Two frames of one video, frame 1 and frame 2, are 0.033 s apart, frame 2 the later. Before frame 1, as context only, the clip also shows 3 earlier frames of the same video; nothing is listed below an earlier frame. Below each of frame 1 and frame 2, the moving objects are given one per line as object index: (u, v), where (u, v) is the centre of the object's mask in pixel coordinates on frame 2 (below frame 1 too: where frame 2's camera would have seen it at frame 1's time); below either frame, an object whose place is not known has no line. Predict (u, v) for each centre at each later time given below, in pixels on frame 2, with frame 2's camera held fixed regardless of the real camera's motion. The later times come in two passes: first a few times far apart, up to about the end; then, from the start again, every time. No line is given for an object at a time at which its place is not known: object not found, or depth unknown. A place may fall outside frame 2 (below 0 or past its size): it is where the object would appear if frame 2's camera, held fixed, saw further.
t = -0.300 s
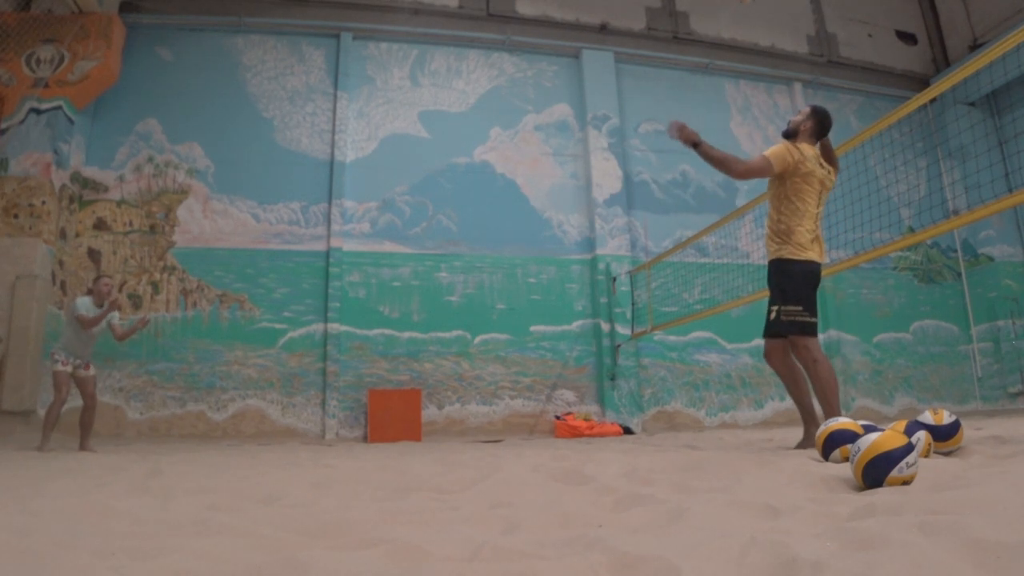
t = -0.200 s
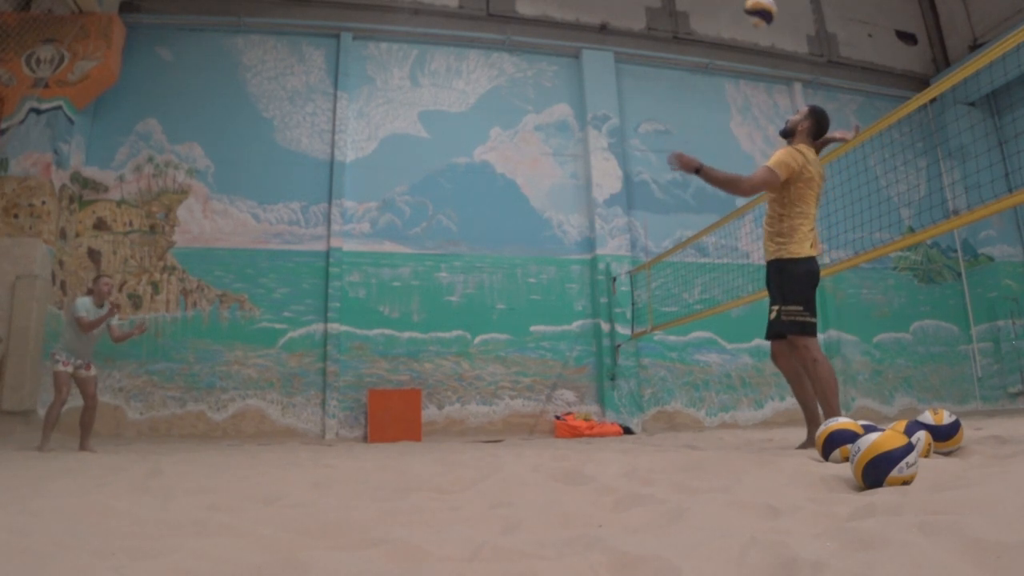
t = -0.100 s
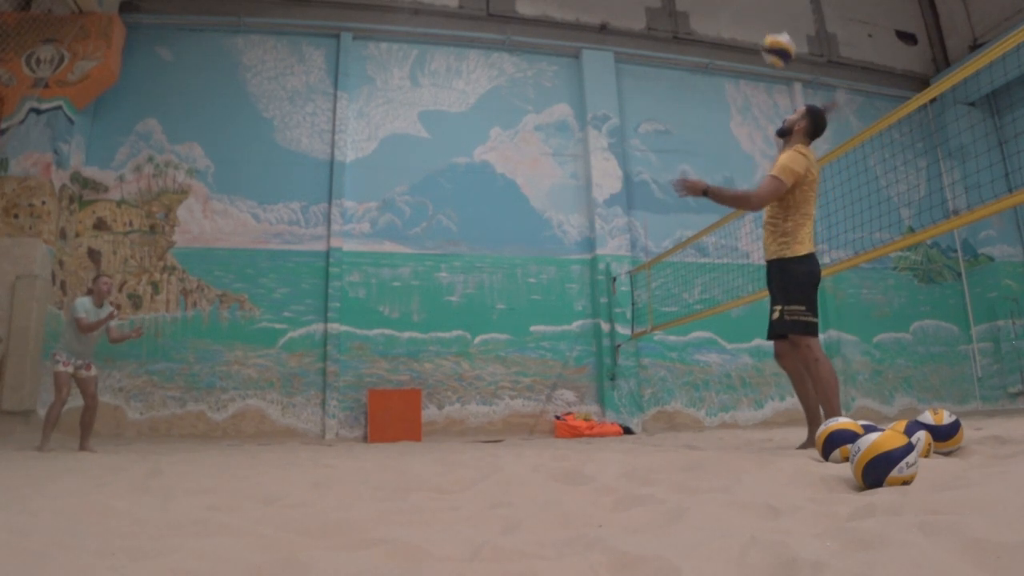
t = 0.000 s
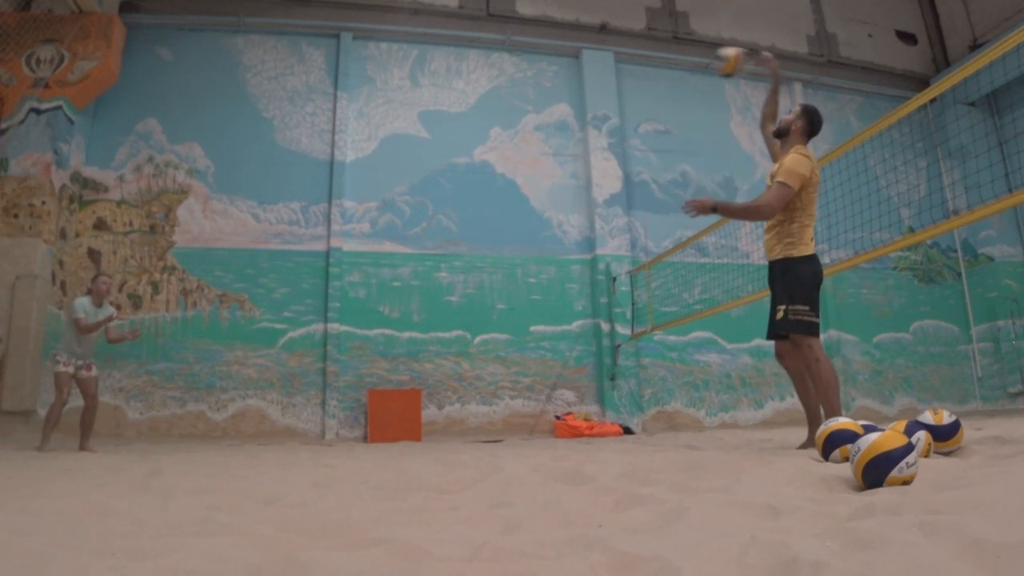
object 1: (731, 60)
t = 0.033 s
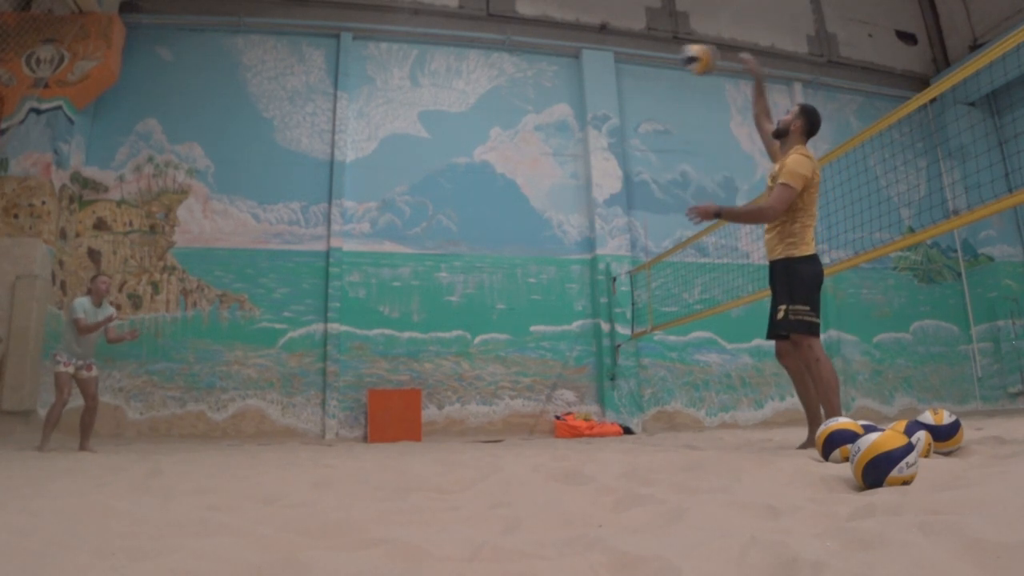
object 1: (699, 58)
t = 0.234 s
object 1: (521, 68)
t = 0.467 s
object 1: (362, 135)
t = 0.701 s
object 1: (234, 250)
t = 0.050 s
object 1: (682, 56)
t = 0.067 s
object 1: (667, 55)
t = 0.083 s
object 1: (651, 54)
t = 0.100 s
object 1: (635, 54)
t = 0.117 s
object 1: (619, 55)
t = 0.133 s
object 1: (605, 56)
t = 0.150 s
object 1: (591, 56)
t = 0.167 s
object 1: (577, 57)
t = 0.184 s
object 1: (564, 58)
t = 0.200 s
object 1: (546, 61)
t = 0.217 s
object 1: (533, 65)
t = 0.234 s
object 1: (521, 68)
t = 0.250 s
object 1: (510, 71)
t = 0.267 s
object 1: (498, 73)
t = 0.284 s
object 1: (482, 77)
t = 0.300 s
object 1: (471, 81)
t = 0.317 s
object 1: (460, 86)
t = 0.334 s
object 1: (447, 91)
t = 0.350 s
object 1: (437, 95)
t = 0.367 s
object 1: (425, 100)
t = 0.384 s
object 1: (414, 104)
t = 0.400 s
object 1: (403, 111)
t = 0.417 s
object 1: (391, 118)
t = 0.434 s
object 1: (382, 123)
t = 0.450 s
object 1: (371, 129)
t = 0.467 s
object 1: (362, 135)
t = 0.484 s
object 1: (351, 143)
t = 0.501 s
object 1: (342, 150)
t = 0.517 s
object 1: (332, 157)
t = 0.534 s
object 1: (322, 164)
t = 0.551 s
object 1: (313, 171)
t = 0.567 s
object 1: (304, 179)
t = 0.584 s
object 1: (294, 188)
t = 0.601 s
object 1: (286, 195)
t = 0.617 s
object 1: (277, 203)
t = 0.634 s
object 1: (267, 213)
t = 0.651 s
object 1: (259, 222)
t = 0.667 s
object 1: (250, 231)
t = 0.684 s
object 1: (243, 240)
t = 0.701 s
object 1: (234, 250)
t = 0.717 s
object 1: (226, 260)
